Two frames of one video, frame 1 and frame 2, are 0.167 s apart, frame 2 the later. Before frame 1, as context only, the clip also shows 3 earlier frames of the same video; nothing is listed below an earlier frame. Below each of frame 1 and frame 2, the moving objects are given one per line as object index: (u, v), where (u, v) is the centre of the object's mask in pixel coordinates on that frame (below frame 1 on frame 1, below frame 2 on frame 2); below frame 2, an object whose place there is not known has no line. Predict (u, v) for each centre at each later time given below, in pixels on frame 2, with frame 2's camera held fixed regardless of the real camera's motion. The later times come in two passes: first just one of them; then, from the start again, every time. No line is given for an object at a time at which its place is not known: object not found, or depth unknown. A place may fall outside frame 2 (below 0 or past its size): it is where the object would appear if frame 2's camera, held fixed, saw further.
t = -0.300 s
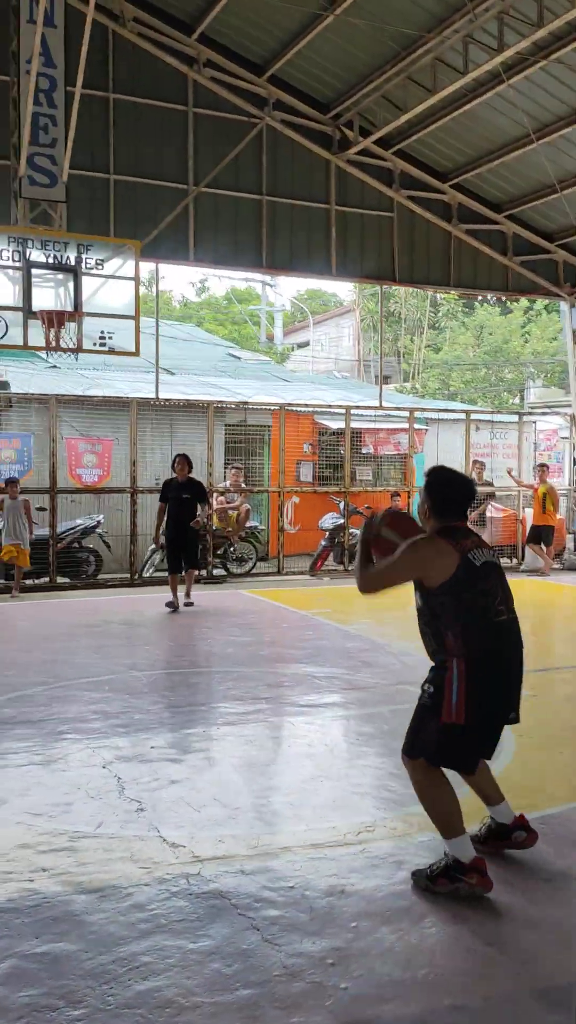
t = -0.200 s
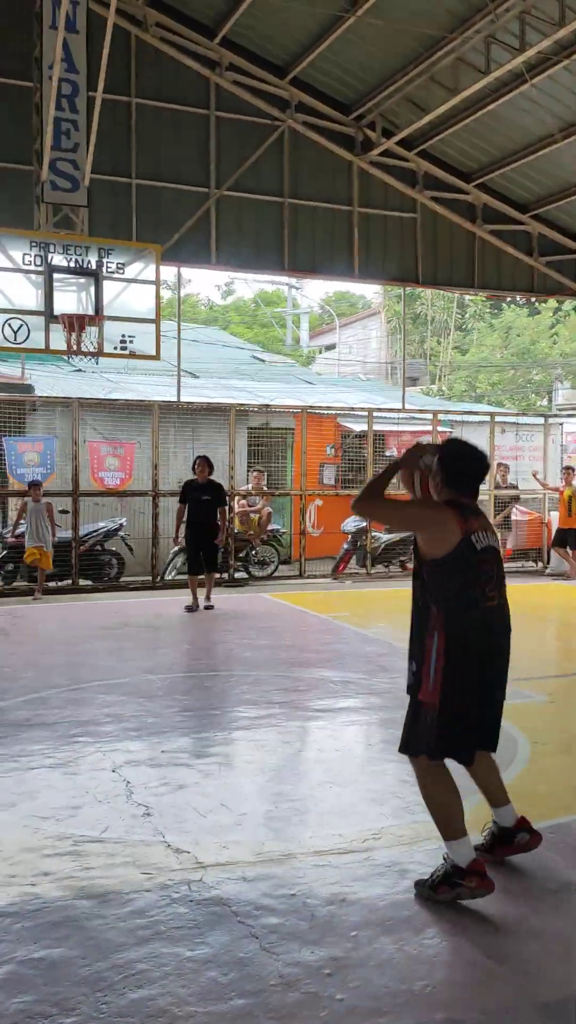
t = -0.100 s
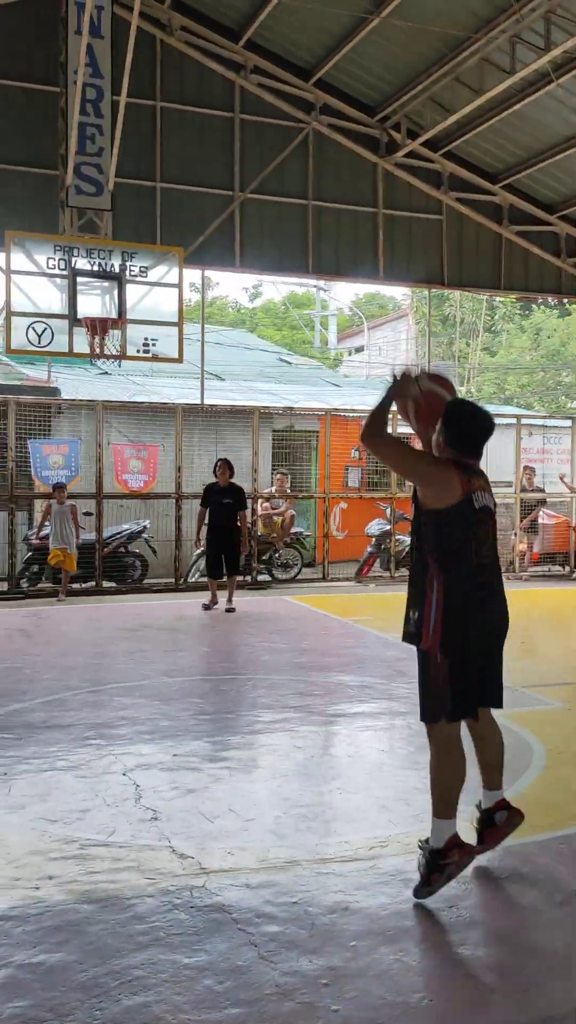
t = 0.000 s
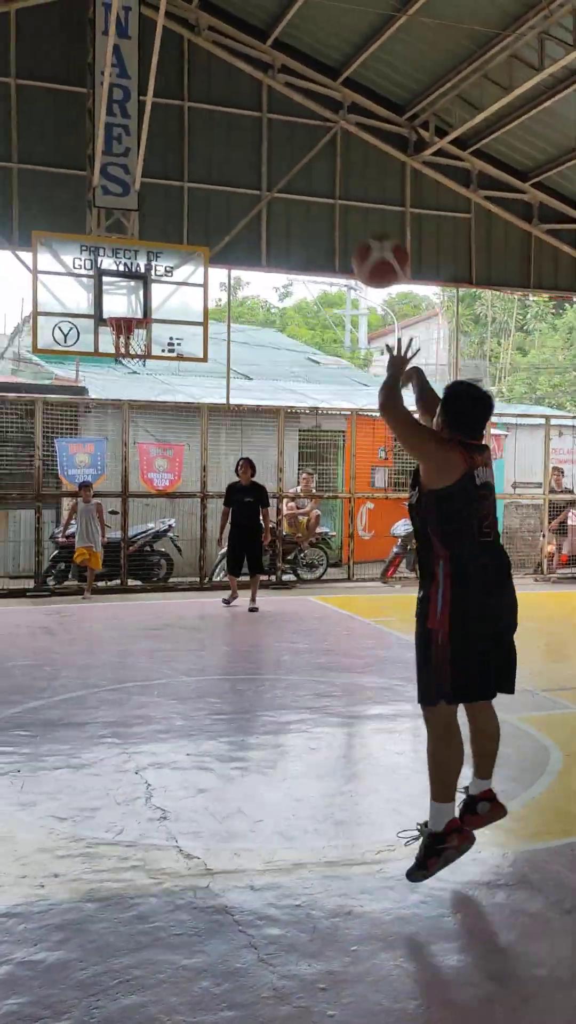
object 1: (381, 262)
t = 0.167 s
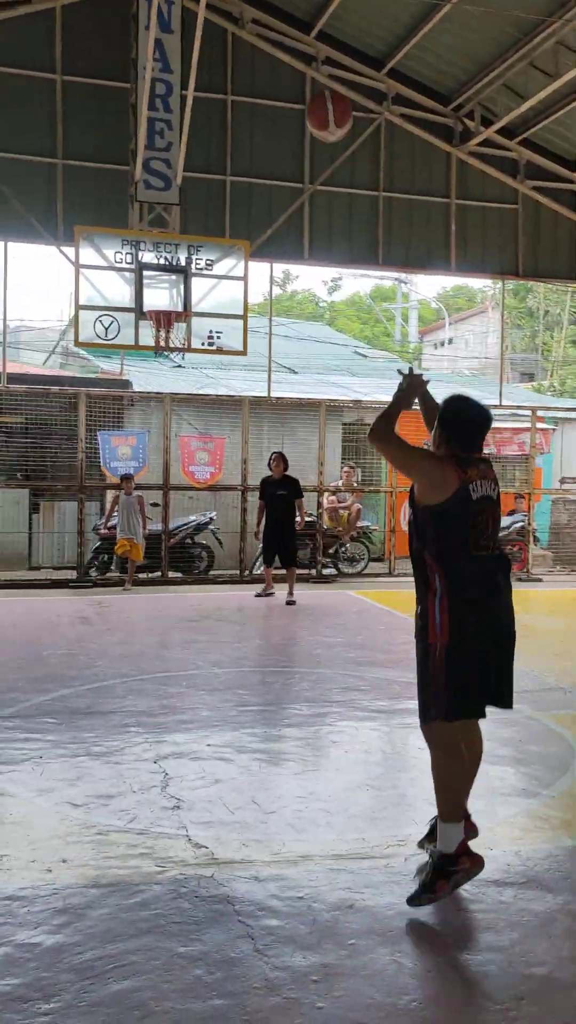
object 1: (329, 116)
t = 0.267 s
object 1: (288, 78)
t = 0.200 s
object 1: (315, 100)
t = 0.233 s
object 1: (300, 87)
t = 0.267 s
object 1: (288, 78)
